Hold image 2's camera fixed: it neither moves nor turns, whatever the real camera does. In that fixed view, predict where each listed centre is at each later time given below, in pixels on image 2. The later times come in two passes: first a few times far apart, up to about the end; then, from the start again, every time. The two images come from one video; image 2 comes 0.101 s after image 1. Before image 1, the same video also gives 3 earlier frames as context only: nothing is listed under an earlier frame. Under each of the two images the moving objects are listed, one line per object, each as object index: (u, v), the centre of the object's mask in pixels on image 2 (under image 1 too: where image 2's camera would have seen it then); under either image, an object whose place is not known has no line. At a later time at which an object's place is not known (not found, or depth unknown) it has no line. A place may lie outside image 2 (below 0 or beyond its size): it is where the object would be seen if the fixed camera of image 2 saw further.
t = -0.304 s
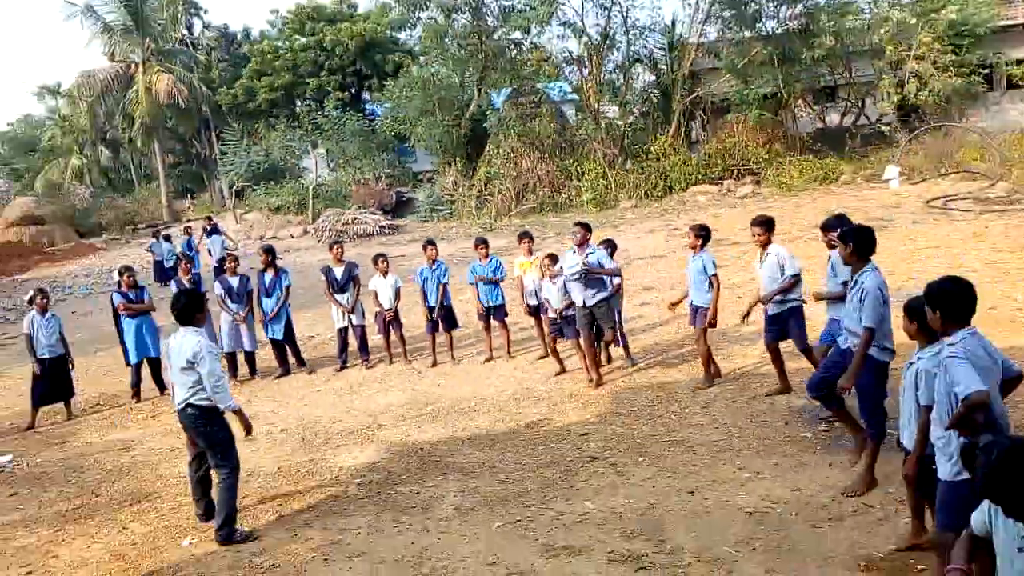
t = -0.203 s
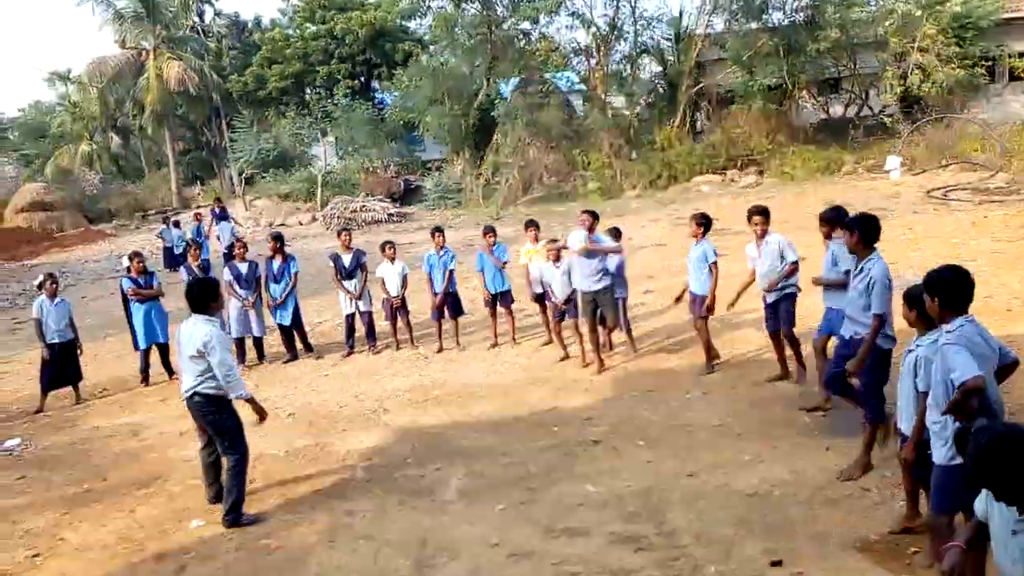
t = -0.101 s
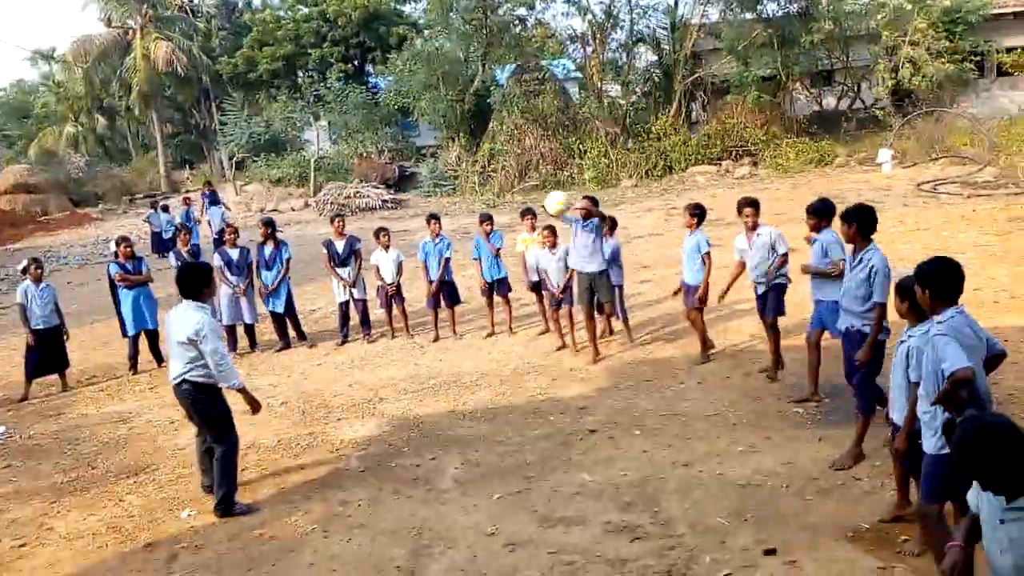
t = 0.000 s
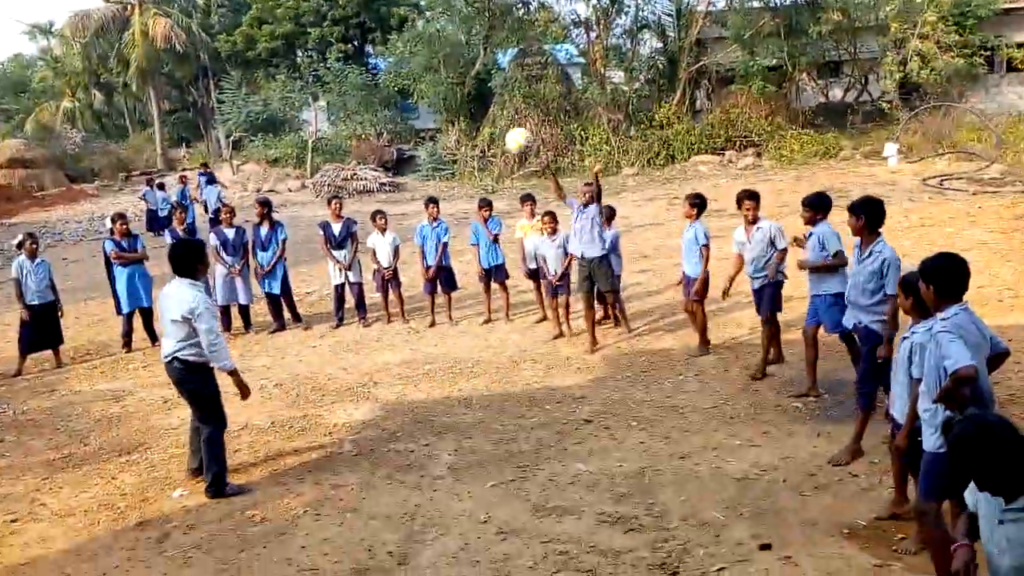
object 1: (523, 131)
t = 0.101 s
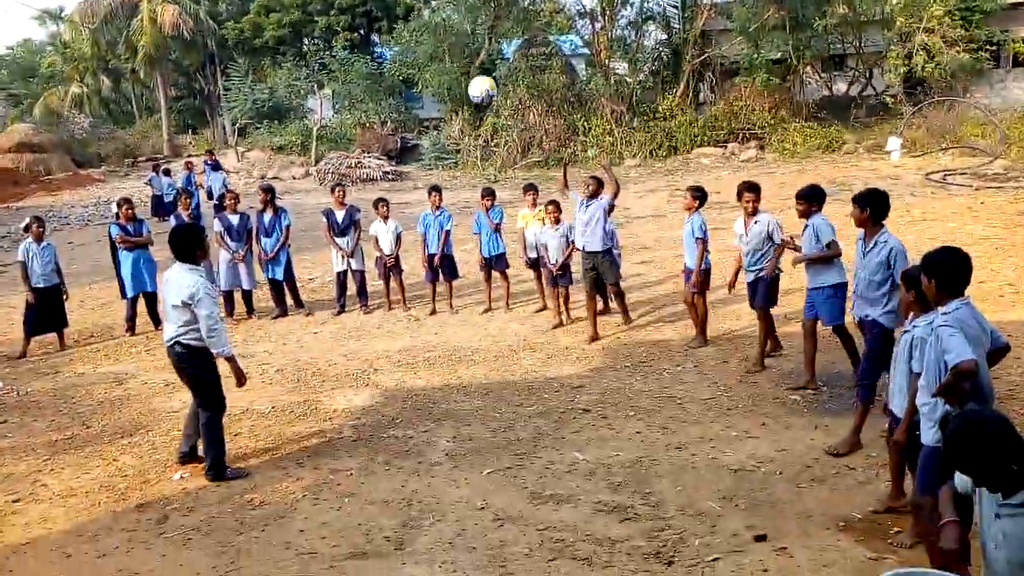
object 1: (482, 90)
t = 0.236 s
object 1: (423, 52)
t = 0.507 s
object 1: (295, 53)
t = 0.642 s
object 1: (229, 99)
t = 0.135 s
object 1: (469, 79)
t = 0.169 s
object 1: (456, 69)
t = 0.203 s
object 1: (438, 60)
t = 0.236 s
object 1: (423, 52)
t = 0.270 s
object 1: (408, 45)
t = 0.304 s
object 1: (395, 42)
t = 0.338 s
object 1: (376, 41)
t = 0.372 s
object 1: (360, 39)
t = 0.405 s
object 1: (343, 41)
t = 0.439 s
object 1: (327, 43)
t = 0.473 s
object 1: (310, 48)
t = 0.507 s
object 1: (295, 53)
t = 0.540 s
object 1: (279, 61)
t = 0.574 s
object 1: (261, 69)
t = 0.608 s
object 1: (246, 83)
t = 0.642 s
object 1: (229, 99)
